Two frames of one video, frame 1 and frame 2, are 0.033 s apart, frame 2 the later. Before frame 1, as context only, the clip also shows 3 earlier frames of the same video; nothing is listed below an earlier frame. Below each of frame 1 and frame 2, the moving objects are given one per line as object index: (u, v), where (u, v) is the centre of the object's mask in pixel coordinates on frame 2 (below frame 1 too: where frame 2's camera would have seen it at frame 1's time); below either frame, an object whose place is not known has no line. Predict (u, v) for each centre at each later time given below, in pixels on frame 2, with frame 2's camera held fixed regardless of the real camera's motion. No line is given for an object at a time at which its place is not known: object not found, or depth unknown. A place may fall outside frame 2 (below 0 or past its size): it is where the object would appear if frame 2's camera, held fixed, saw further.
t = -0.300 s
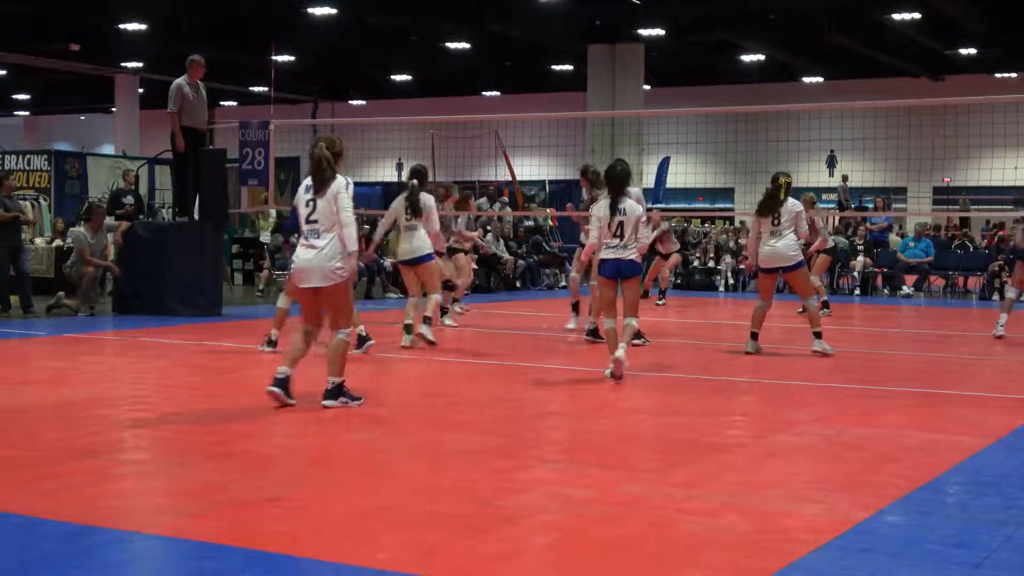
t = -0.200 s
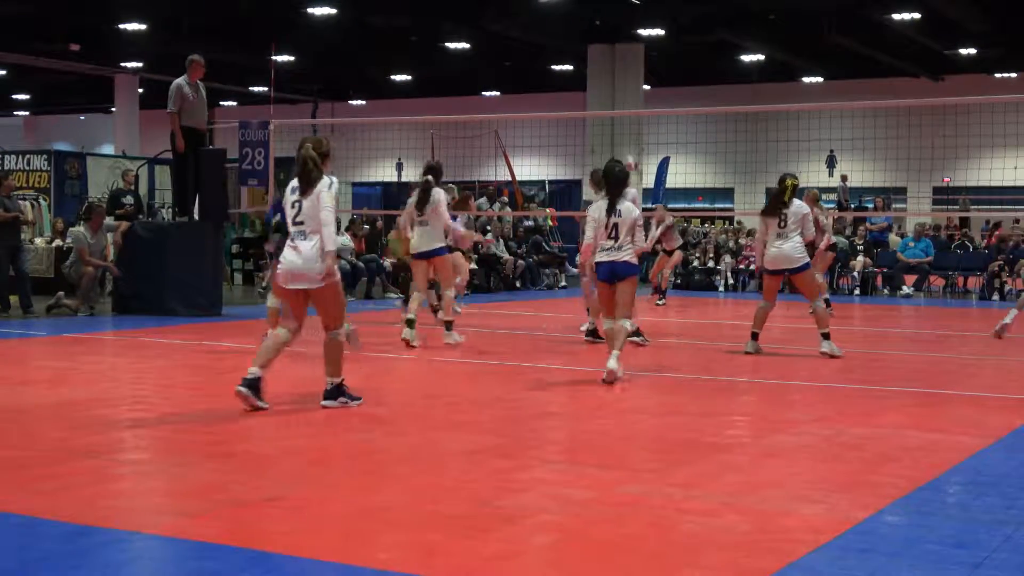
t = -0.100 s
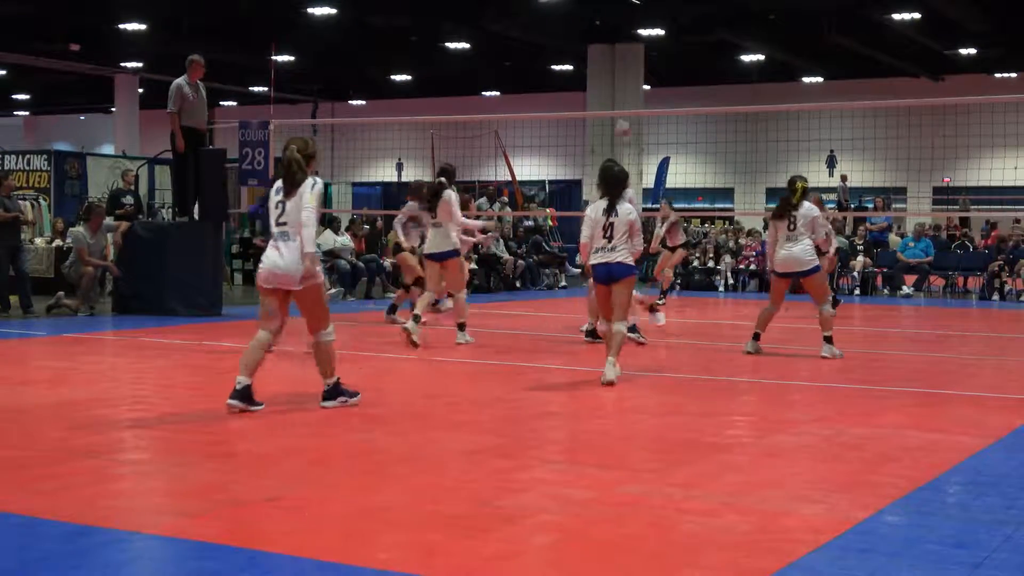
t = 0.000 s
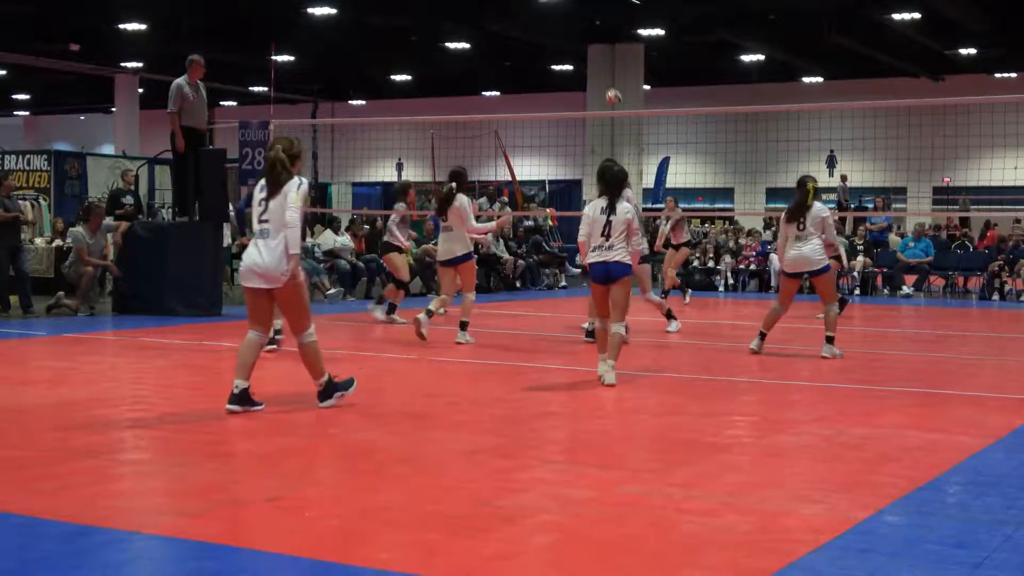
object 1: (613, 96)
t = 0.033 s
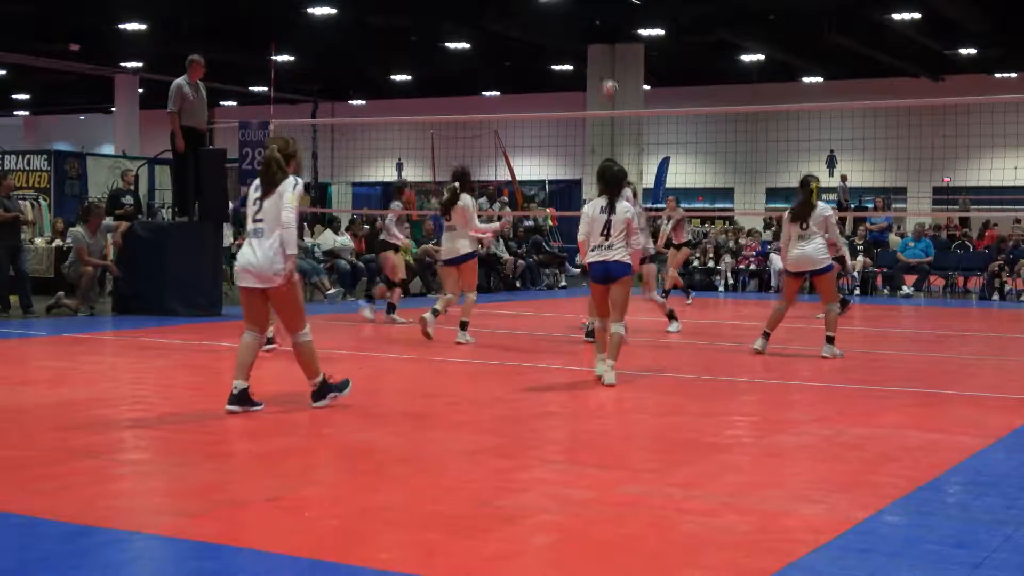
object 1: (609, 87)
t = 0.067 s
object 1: (607, 78)
